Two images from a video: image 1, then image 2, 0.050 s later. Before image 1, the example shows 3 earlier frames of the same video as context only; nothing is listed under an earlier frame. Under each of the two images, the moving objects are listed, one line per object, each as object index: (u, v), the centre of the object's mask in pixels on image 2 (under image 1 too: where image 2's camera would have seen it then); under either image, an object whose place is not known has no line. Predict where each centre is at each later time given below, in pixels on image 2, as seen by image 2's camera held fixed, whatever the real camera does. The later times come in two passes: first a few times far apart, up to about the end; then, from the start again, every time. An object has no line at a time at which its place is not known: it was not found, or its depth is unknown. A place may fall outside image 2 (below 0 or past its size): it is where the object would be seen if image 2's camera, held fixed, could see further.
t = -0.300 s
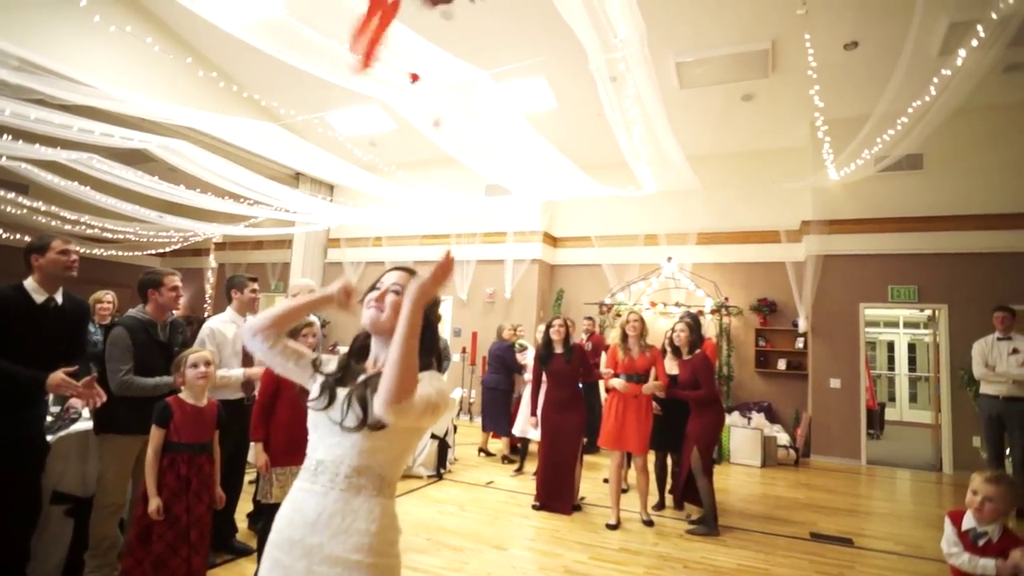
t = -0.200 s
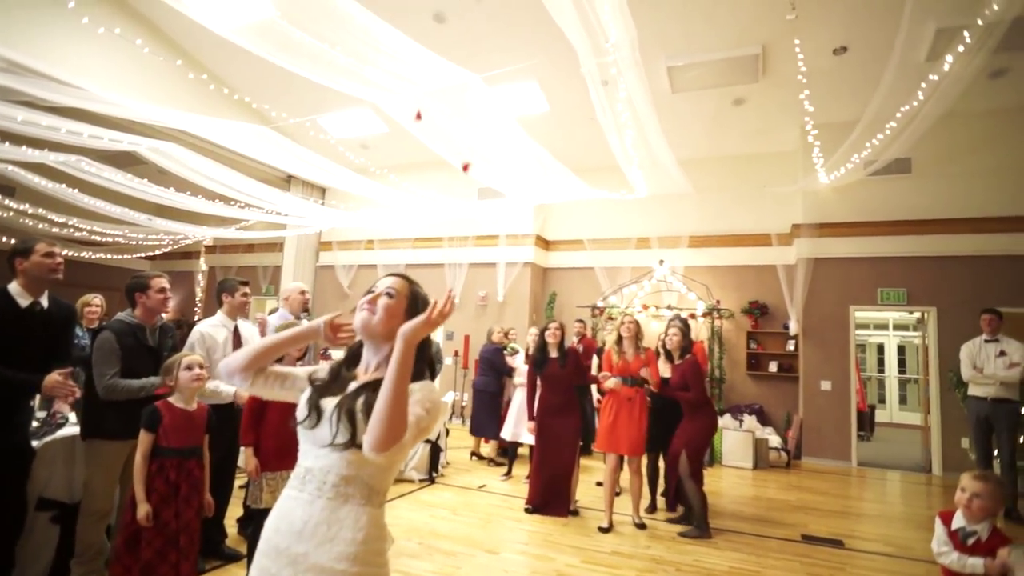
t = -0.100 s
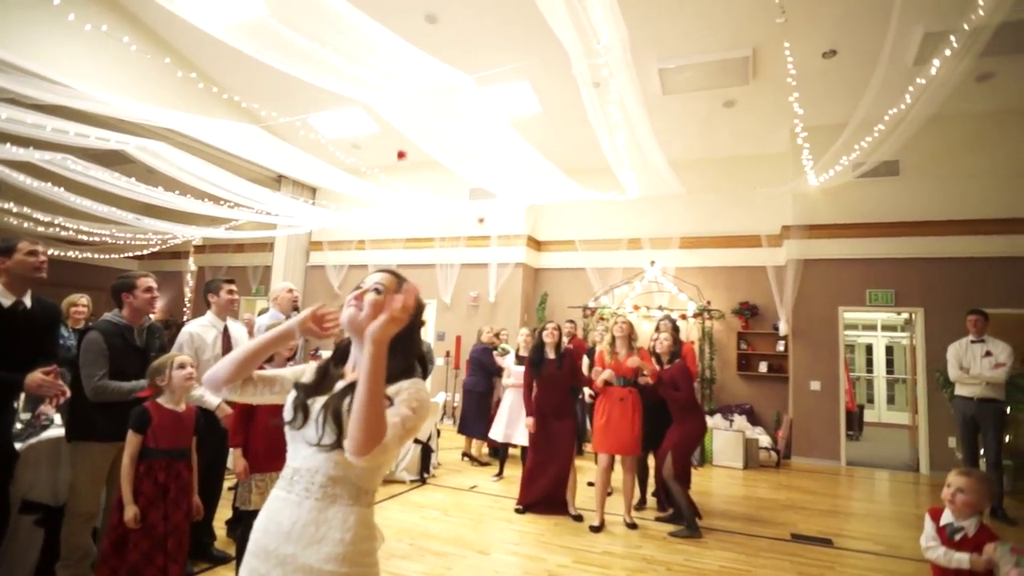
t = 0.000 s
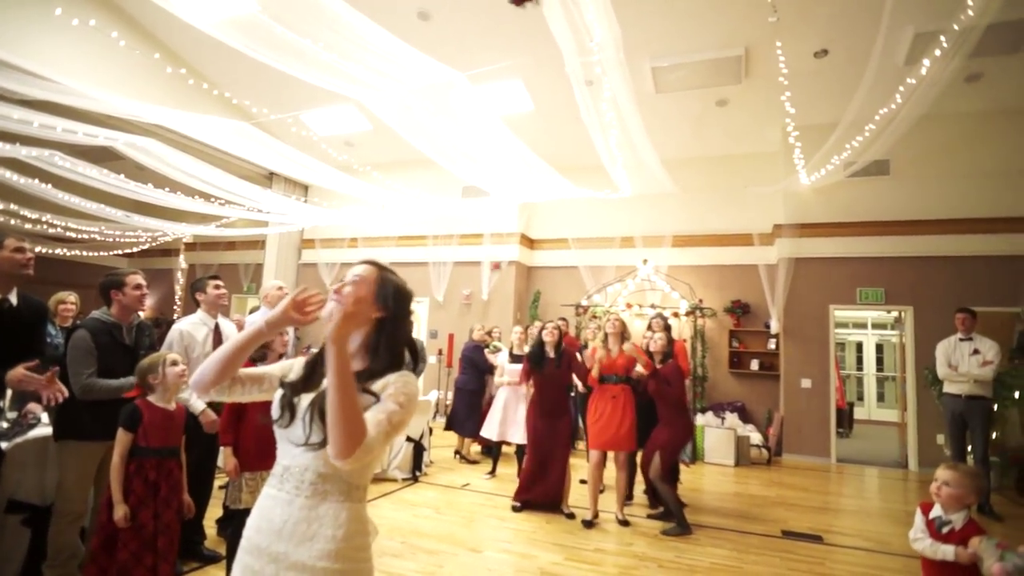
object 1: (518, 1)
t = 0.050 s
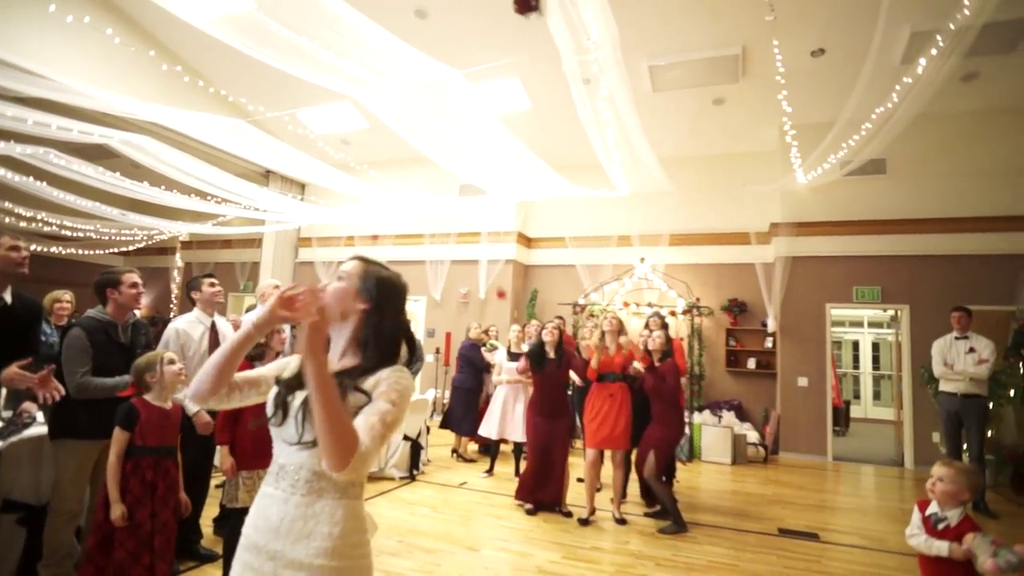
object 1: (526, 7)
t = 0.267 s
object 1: (550, 66)
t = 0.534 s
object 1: (536, 74)
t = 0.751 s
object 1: (511, 155)
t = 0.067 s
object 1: (528, 10)
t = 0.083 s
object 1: (530, 13)
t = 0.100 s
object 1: (531, 16)
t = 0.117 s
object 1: (534, 21)
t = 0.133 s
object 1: (536, 25)
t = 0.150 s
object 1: (538, 29)
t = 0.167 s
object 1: (539, 33)
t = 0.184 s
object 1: (542, 38)
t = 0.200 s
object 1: (543, 42)
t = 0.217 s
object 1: (546, 49)
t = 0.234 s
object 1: (547, 54)
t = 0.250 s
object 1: (550, 68)
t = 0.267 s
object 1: (550, 66)
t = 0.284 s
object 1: (552, 75)
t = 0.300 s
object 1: (552, 72)
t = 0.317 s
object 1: (552, 76)
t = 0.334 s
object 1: (552, 78)
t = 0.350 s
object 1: (551, 78)
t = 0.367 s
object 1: (552, 77)
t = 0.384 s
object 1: (551, 76)
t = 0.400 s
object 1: (549, 73)
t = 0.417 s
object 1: (546, 69)
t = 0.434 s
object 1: (544, 66)
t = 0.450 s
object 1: (540, 62)
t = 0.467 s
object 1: (536, 61)
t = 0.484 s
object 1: (535, 68)
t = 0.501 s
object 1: (535, 72)
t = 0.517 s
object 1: (536, 74)
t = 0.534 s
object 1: (536, 74)
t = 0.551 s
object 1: (534, 77)
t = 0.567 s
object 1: (531, 81)
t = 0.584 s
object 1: (529, 87)
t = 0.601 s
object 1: (527, 93)
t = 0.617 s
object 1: (525, 99)
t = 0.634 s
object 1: (523, 107)
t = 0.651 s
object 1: (520, 113)
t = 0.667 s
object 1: (519, 120)
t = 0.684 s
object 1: (517, 130)
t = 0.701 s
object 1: (518, 134)
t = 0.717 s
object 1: (515, 139)
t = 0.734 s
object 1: (513, 146)
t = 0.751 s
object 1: (511, 155)
